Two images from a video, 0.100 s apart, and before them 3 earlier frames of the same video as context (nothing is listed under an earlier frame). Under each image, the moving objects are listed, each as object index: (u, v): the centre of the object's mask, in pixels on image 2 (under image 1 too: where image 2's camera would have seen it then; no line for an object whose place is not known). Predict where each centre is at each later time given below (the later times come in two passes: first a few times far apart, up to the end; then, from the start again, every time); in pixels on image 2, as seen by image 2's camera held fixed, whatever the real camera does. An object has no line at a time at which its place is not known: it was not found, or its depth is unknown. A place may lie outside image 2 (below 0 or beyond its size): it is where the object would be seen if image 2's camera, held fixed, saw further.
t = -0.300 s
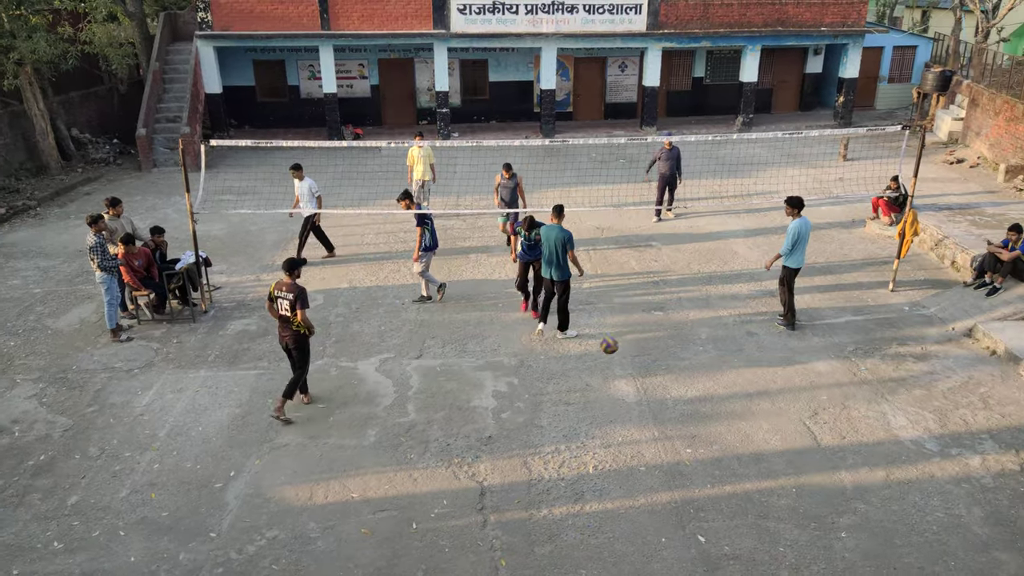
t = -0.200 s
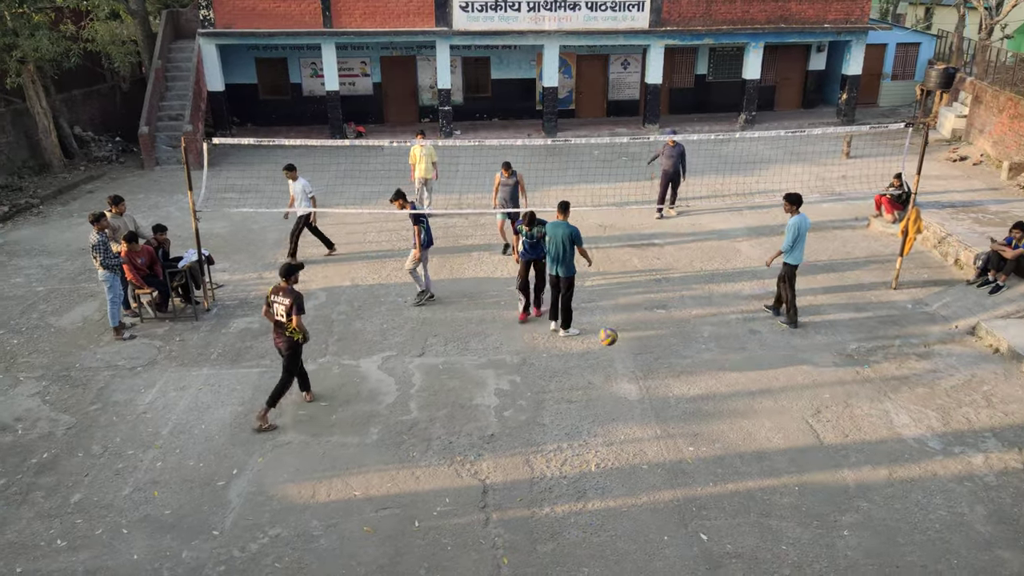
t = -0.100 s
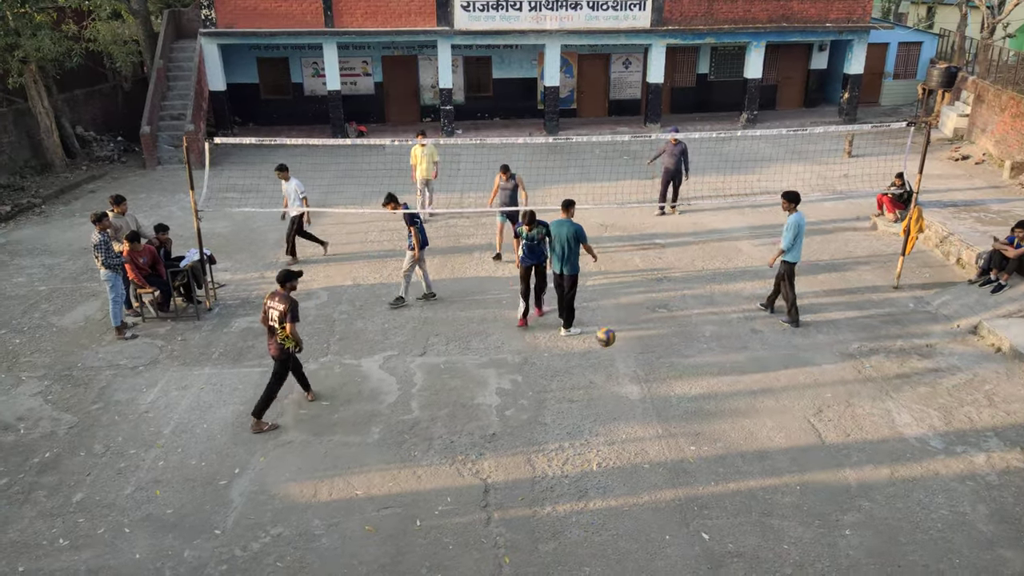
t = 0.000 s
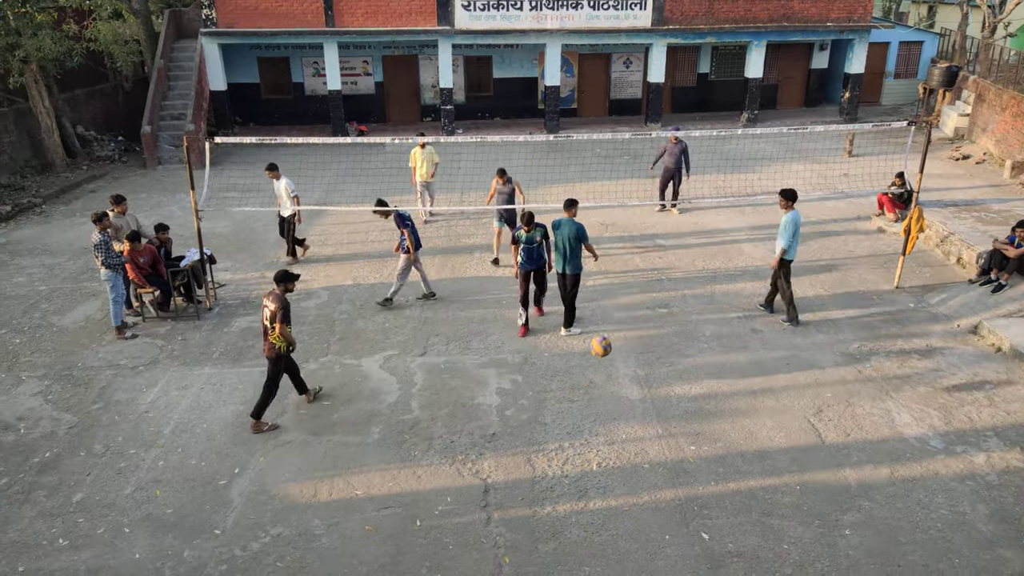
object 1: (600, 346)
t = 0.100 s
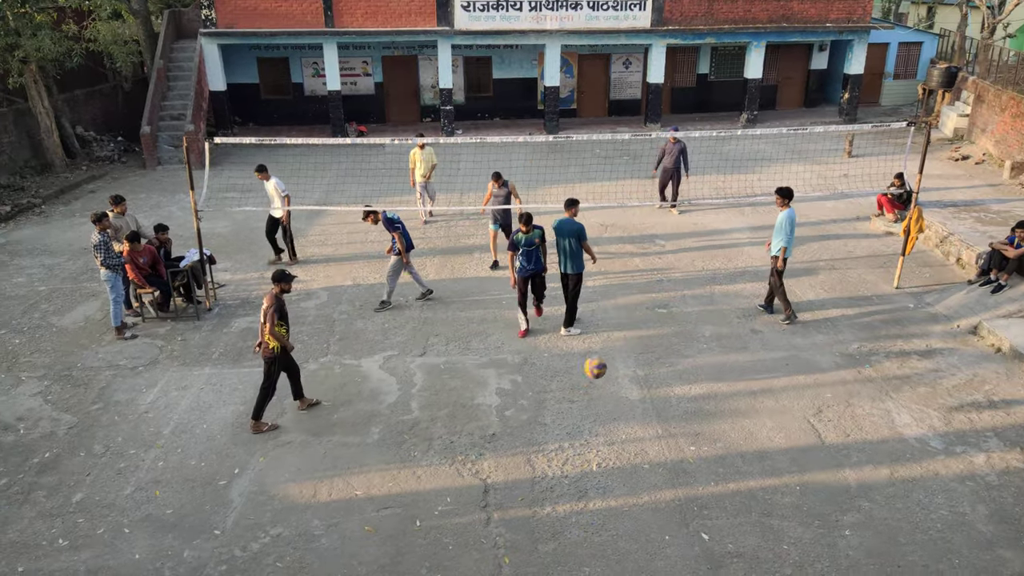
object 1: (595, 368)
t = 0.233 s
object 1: (587, 415)
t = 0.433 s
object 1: (572, 531)
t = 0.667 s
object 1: (560, 555)
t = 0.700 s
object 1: (557, 560)
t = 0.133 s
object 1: (593, 377)
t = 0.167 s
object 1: (591, 388)
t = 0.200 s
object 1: (589, 400)
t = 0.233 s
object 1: (587, 415)
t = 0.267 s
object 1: (585, 431)
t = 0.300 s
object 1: (582, 447)
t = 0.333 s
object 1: (580, 465)
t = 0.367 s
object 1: (578, 485)
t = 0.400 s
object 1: (575, 508)
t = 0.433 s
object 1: (572, 531)
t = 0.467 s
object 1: (571, 539)
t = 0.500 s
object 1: (569, 538)
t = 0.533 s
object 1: (568, 539)
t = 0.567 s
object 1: (566, 542)
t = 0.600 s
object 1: (564, 546)
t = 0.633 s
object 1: (562, 551)
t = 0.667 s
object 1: (560, 555)
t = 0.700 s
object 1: (557, 560)
